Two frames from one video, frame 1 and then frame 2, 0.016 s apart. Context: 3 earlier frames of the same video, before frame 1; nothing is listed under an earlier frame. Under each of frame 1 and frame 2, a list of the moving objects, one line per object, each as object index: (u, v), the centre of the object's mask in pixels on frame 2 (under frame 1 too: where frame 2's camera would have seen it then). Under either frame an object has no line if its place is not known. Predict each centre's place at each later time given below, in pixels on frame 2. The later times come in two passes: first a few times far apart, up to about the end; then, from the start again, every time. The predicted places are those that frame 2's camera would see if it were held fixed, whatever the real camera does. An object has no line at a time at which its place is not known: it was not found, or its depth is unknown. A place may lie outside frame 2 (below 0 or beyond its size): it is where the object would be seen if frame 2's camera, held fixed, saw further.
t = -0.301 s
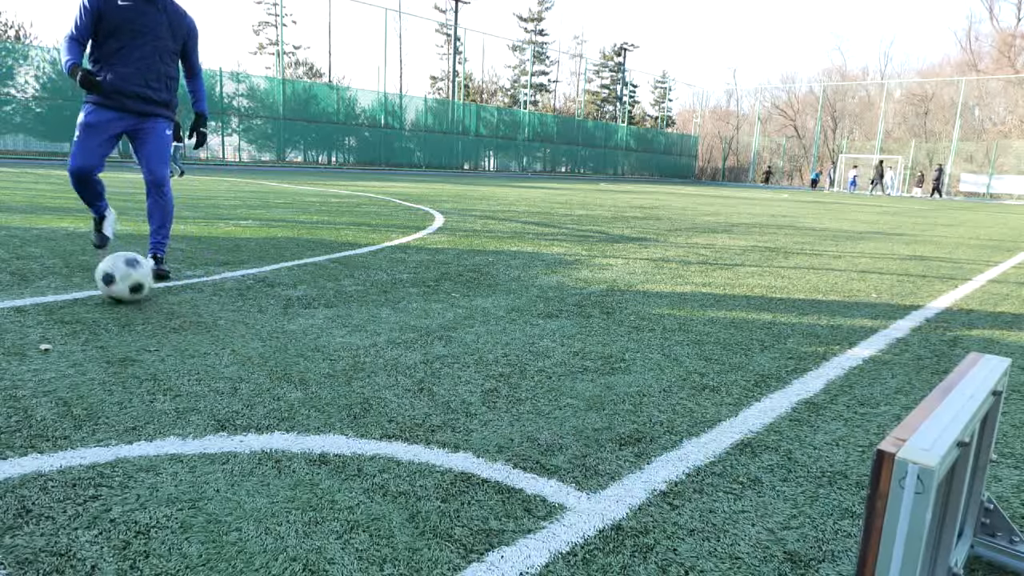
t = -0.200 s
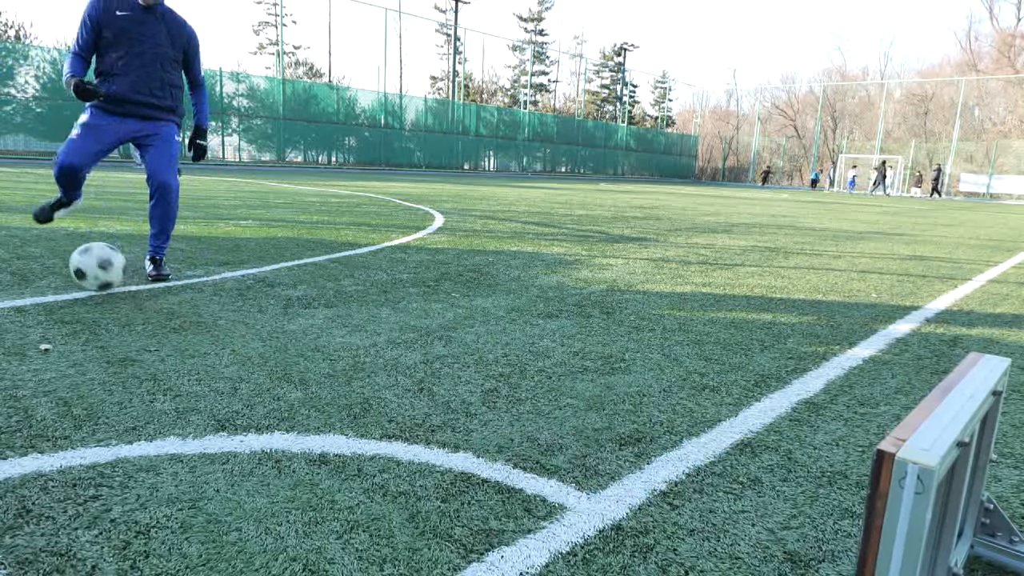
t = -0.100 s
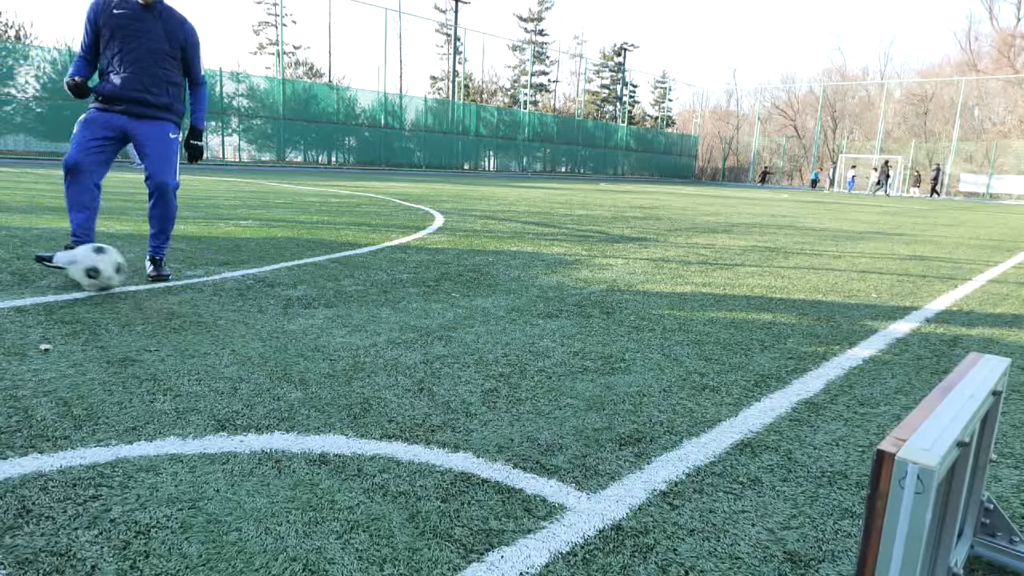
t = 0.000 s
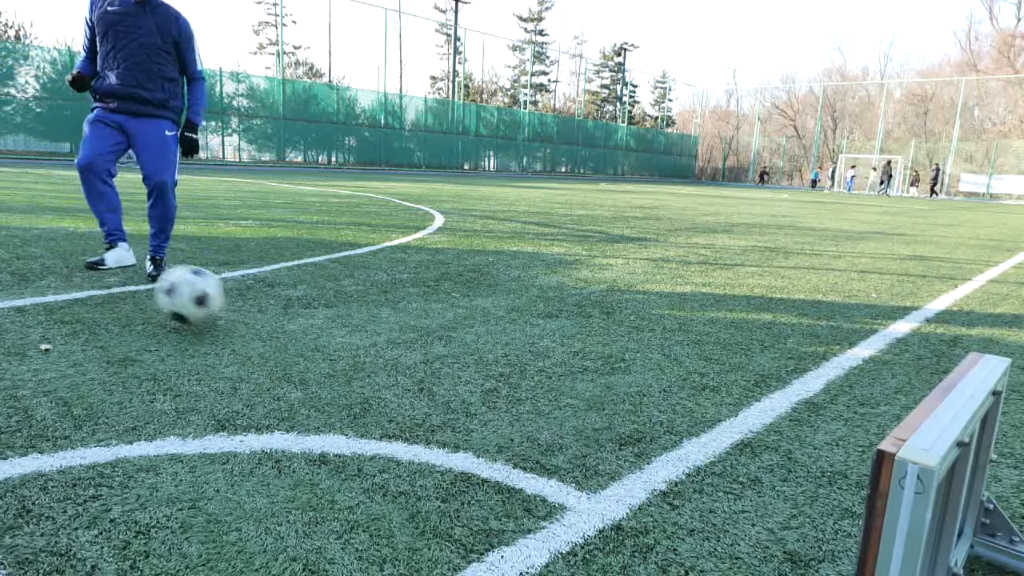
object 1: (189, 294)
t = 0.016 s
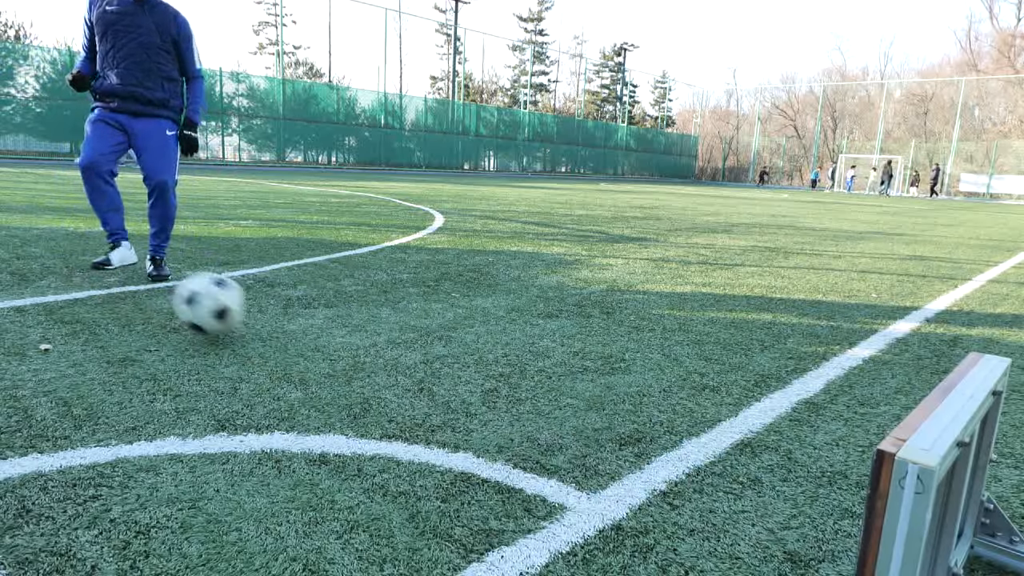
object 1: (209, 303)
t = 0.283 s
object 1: (813, 519)
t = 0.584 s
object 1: (391, 329)
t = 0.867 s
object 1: (287, 282)
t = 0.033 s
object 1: (231, 314)
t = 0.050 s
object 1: (255, 326)
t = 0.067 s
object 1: (279, 336)
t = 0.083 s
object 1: (303, 341)
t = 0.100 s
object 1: (329, 350)
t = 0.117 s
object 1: (358, 359)
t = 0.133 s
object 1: (390, 370)
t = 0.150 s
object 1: (426, 385)
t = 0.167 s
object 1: (463, 400)
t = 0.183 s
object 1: (506, 417)
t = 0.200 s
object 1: (549, 432)
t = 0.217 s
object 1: (596, 445)
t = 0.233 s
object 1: (650, 466)
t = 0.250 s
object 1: (710, 486)
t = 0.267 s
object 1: (775, 510)
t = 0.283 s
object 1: (813, 519)
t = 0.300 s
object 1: (783, 504)
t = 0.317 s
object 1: (739, 477)
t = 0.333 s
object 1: (700, 457)
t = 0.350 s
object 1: (662, 441)
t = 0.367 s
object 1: (629, 424)
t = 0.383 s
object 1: (599, 414)
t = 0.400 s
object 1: (571, 405)
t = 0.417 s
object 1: (545, 397)
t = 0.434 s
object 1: (521, 390)
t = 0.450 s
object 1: (500, 383)
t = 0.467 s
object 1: (483, 371)
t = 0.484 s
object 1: (468, 362)
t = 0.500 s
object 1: (453, 354)
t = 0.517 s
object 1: (439, 345)
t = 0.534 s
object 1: (425, 340)
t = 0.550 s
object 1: (413, 335)
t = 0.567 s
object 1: (402, 332)
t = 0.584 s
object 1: (391, 329)
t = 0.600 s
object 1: (379, 328)
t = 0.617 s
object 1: (371, 324)
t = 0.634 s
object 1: (364, 317)
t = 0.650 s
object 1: (357, 312)
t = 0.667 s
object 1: (350, 307)
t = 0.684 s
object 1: (343, 304)
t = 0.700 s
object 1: (336, 301)
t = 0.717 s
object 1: (330, 300)
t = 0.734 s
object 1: (324, 298)
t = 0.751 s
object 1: (318, 298)
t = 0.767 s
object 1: (312, 297)
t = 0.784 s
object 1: (308, 293)
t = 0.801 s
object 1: (304, 290)
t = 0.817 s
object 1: (299, 286)
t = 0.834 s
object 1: (296, 284)
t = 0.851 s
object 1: (291, 283)
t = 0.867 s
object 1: (287, 282)
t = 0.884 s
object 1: (284, 282)
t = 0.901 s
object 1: (280, 282)
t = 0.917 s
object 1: (276, 278)
